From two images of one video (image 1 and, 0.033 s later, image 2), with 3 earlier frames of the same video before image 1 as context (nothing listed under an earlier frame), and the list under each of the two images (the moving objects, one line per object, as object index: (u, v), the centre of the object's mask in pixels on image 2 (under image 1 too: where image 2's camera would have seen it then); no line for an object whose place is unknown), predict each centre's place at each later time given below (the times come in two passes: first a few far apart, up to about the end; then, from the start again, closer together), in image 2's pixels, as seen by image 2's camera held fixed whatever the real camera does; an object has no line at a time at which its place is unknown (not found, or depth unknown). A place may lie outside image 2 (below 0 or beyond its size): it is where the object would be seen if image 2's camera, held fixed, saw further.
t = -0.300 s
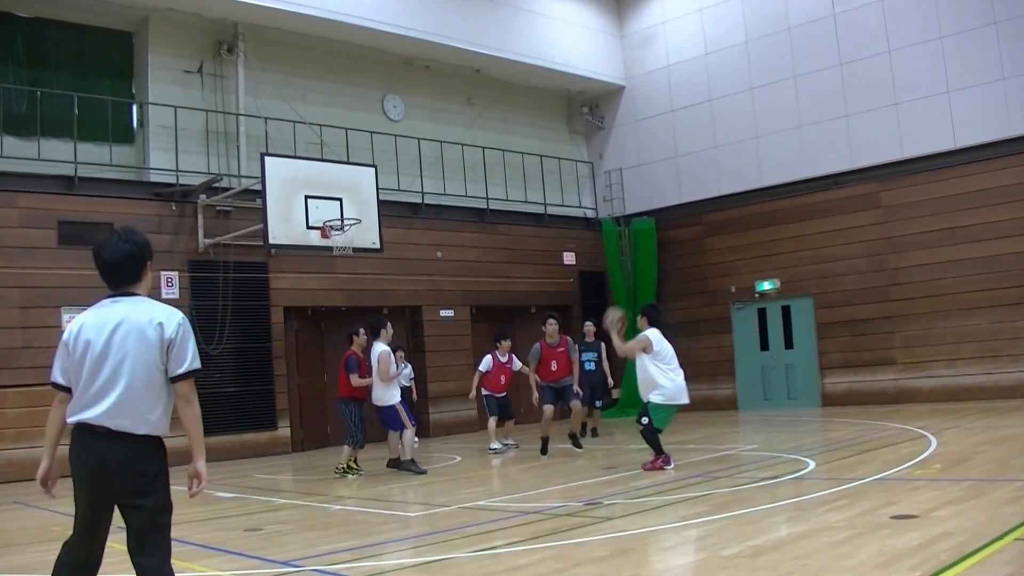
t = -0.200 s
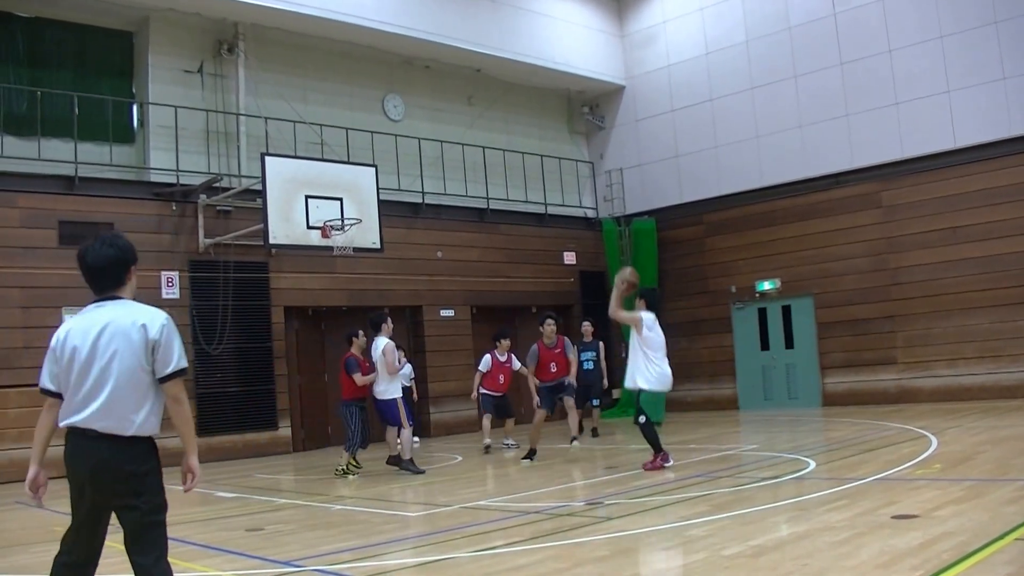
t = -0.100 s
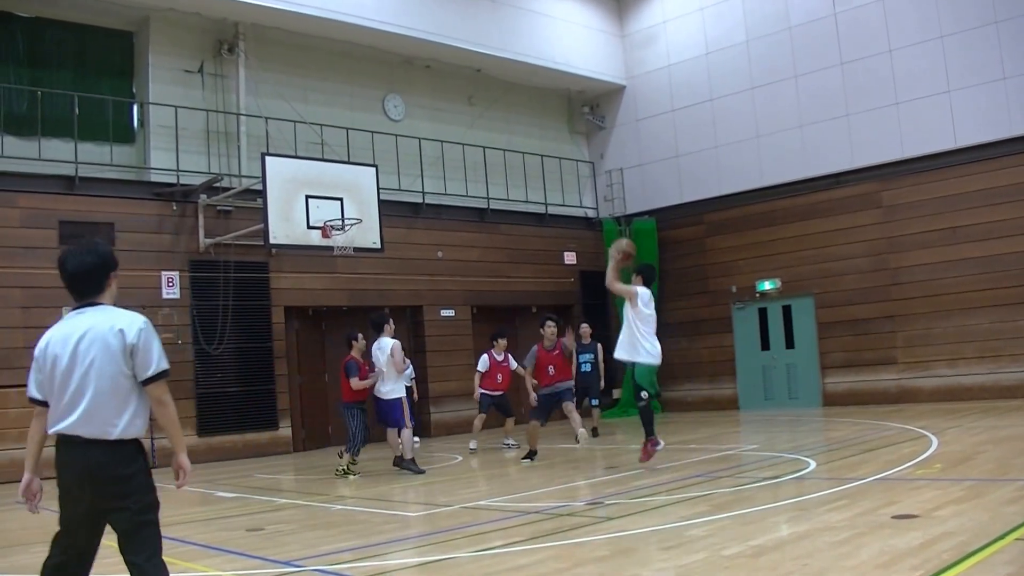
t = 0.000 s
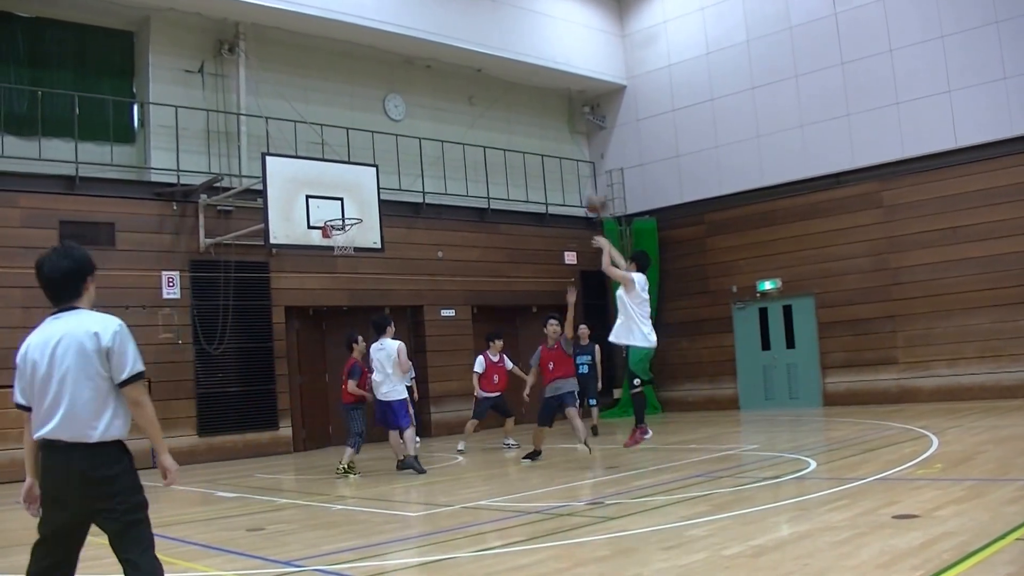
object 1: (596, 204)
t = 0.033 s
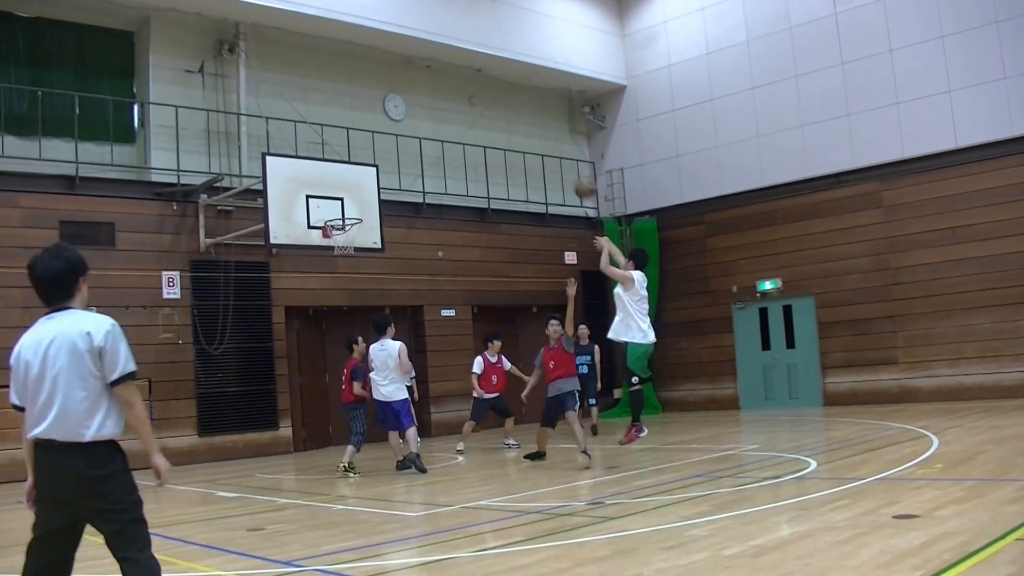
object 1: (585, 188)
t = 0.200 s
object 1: (534, 129)
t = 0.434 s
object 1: (473, 93)
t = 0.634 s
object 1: (429, 100)
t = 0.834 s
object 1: (389, 138)
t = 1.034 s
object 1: (354, 200)
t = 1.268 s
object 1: (335, 255)
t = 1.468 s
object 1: (339, 312)
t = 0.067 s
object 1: (574, 175)
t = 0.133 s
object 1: (554, 150)
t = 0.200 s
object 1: (534, 129)
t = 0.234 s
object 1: (524, 120)
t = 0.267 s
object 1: (516, 114)
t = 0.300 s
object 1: (506, 107)
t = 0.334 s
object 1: (497, 103)
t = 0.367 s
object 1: (489, 99)
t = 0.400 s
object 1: (481, 96)
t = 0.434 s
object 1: (473, 93)
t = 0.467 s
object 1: (465, 92)
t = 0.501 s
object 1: (458, 92)
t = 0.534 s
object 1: (450, 93)
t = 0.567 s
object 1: (443, 94)
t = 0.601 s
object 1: (435, 97)
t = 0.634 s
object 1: (429, 100)
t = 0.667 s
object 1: (422, 104)
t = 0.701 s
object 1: (415, 111)
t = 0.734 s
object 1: (408, 115)
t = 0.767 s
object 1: (401, 122)
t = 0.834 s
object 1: (389, 138)
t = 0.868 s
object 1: (383, 146)
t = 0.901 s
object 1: (377, 156)
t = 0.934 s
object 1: (371, 166)
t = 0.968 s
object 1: (365, 176)
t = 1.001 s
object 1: (360, 188)
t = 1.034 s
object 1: (354, 200)
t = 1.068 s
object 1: (349, 213)
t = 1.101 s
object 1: (344, 228)
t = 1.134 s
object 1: (339, 239)
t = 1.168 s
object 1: (337, 241)
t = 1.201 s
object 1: (335, 245)
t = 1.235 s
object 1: (335, 248)
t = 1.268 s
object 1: (335, 255)
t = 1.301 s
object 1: (336, 263)
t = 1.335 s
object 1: (336, 271)
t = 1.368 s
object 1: (337, 279)
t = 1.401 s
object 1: (339, 288)
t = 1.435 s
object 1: (339, 300)
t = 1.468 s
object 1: (339, 312)
